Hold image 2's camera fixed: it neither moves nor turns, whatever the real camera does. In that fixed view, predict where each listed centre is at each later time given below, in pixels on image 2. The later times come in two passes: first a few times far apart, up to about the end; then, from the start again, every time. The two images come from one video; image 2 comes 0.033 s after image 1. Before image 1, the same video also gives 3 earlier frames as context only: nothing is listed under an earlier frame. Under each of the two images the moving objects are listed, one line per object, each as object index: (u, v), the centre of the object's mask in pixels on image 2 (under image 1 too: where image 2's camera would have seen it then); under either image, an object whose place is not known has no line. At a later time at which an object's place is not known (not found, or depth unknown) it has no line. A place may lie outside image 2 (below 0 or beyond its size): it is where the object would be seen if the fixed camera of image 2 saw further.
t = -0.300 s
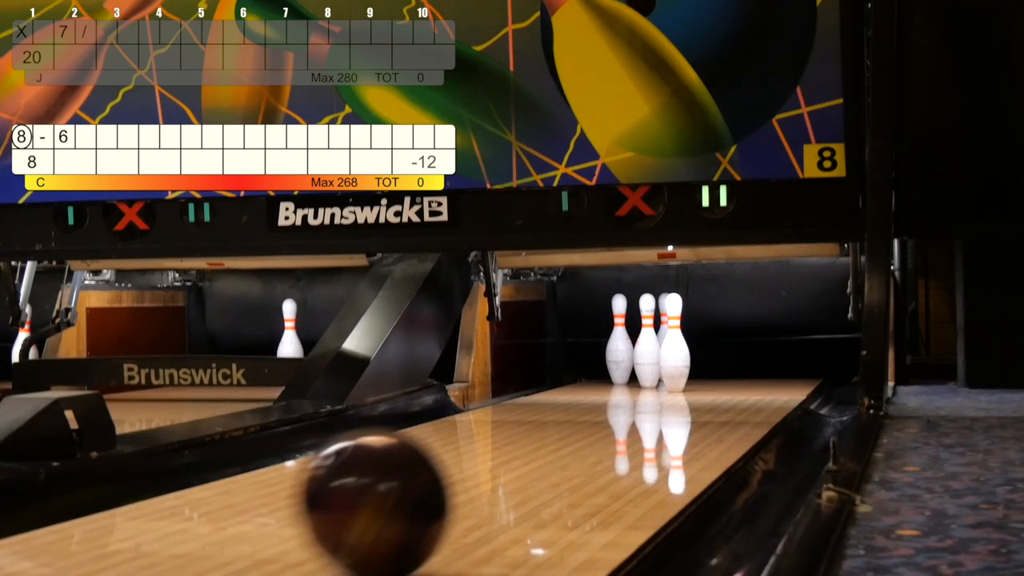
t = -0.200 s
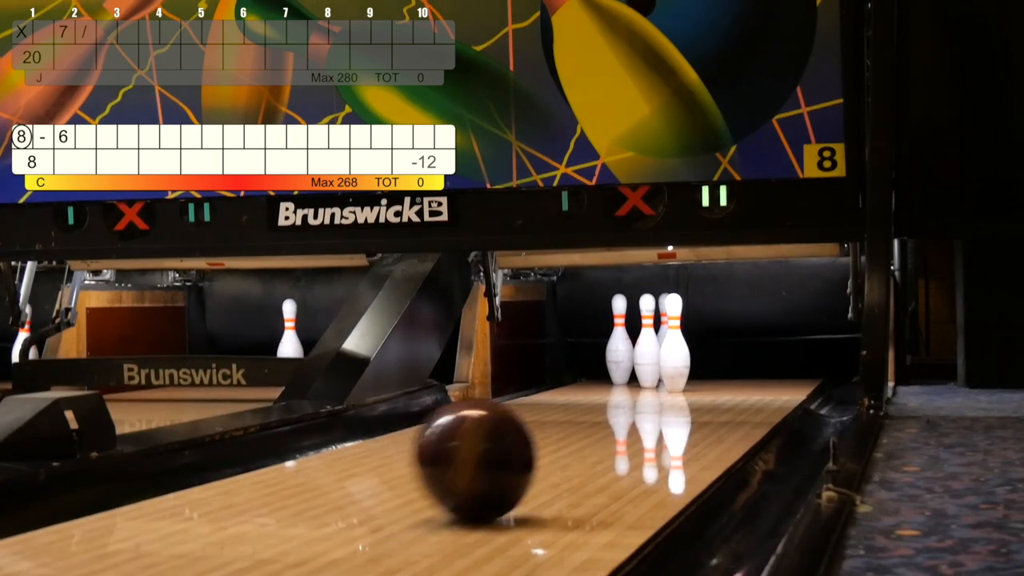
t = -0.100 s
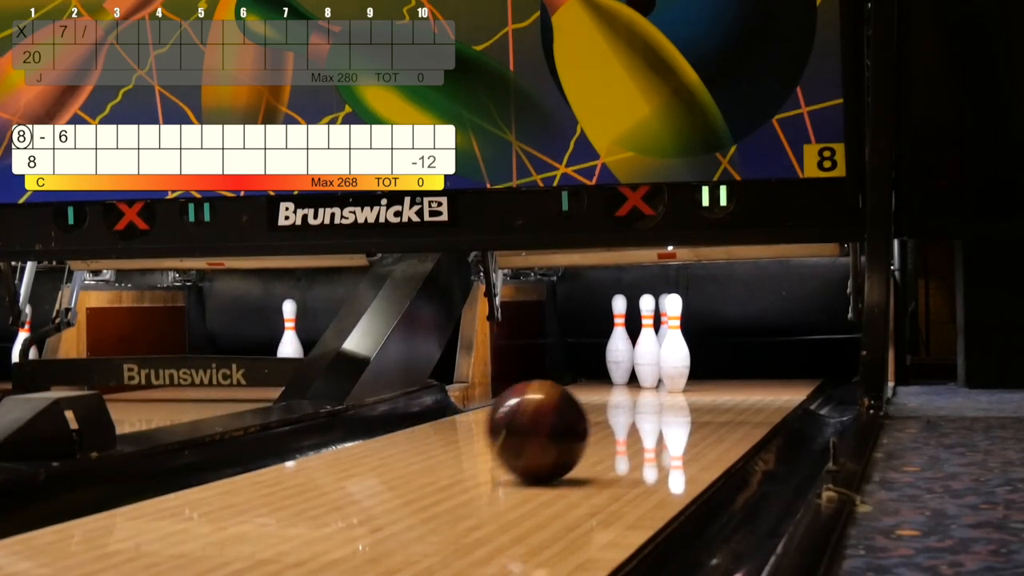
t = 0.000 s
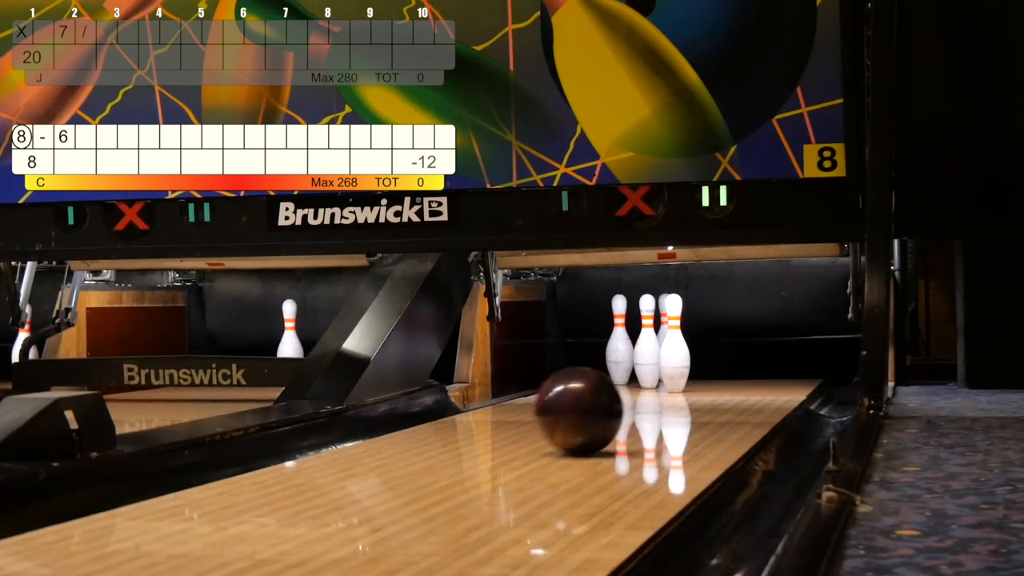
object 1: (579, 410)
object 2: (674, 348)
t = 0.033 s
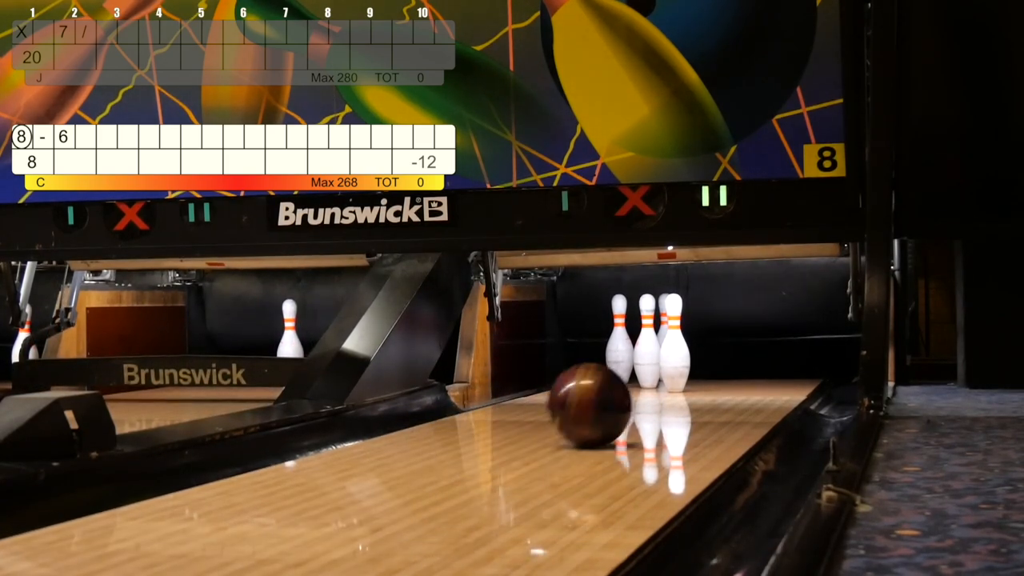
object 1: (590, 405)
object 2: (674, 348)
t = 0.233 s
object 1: (632, 380)
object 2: (675, 347)
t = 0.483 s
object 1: (655, 363)
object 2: (710, 348)
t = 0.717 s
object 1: (655, 356)
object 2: (781, 314)
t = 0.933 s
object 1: (640, 369)
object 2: (801, 368)
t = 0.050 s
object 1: (594, 403)
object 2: (674, 348)
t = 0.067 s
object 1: (599, 400)
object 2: (674, 348)
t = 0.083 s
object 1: (603, 398)
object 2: (674, 348)
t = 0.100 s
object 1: (607, 396)
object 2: (674, 348)
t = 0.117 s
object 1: (610, 393)
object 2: (674, 348)
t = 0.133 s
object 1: (614, 391)
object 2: (674, 348)
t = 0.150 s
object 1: (617, 389)
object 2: (674, 348)
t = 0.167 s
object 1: (620, 387)
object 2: (674, 348)
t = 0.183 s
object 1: (623, 385)
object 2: (674, 348)
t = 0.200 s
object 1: (626, 383)
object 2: (675, 348)
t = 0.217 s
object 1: (629, 382)
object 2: (675, 348)
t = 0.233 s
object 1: (632, 380)
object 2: (675, 347)
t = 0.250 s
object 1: (635, 379)
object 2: (675, 346)
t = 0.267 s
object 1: (637, 377)
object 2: (676, 345)
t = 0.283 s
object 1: (640, 376)
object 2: (676, 344)
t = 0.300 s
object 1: (642, 374)
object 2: (676, 343)
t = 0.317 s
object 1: (644, 373)
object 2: (677, 342)
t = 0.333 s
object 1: (647, 372)
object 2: (677, 341)
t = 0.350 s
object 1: (649, 370)
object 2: (677, 339)
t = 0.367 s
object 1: (651, 369)
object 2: (677, 338)
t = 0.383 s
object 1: (653, 368)
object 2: (677, 336)
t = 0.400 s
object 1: (655, 367)
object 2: (677, 335)
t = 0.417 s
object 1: (657, 366)
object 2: (679, 335)
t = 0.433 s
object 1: (657, 365)
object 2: (686, 344)
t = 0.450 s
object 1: (656, 365)
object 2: (693, 345)
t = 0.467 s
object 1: (656, 364)
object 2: (700, 344)
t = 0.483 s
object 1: (655, 363)
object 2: (710, 348)
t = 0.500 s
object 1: (655, 363)
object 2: (719, 351)
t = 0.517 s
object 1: (655, 362)
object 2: (730, 345)
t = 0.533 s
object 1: (655, 362)
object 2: (738, 338)
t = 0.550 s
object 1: (656, 361)
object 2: (745, 332)
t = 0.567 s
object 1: (656, 361)
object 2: (753, 326)
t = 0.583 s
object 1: (657, 360)
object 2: (762, 320)
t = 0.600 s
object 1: (657, 360)
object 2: (770, 316)
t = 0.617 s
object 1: (657, 359)
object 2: (776, 312)
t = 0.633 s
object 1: (658, 358)
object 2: (781, 308)
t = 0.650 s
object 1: (658, 358)
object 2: (784, 308)
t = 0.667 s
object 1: (658, 357)
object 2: (784, 309)
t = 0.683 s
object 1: (657, 357)
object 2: (783, 311)
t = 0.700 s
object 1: (657, 356)
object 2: (783, 312)
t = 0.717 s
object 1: (655, 356)
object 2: (781, 314)
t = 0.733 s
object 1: (655, 356)
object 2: (780, 317)
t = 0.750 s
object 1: (653, 355)
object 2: (779, 319)
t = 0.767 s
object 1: (652, 355)
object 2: (779, 323)
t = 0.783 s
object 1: (651, 355)
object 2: (778, 327)
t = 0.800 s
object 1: (651, 355)
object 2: (777, 332)
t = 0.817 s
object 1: (650, 356)
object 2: (776, 337)
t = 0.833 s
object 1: (649, 357)
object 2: (776, 340)
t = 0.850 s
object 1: (648, 358)
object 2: (776, 343)
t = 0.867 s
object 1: (646, 360)
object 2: (777, 348)
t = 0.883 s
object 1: (645, 363)
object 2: (778, 356)
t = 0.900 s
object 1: (645, 365)
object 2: (780, 363)
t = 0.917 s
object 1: (641, 368)
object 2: (796, 366)
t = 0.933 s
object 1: (640, 369)
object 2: (801, 368)
